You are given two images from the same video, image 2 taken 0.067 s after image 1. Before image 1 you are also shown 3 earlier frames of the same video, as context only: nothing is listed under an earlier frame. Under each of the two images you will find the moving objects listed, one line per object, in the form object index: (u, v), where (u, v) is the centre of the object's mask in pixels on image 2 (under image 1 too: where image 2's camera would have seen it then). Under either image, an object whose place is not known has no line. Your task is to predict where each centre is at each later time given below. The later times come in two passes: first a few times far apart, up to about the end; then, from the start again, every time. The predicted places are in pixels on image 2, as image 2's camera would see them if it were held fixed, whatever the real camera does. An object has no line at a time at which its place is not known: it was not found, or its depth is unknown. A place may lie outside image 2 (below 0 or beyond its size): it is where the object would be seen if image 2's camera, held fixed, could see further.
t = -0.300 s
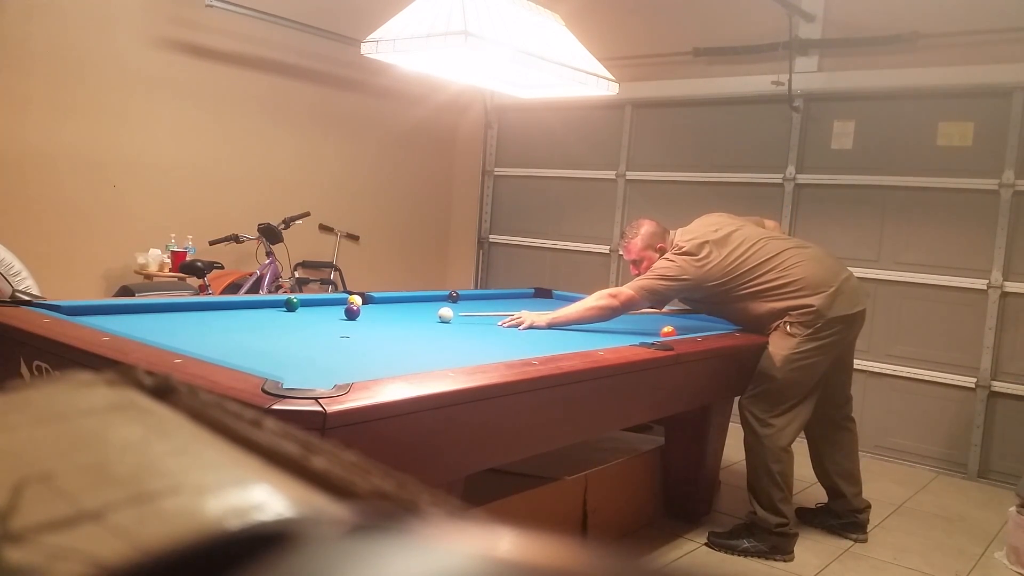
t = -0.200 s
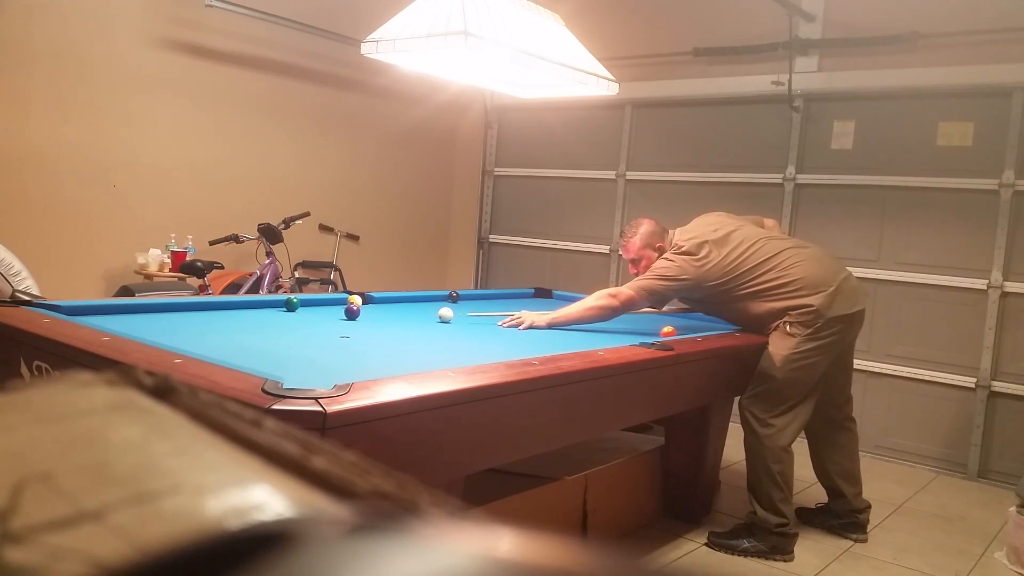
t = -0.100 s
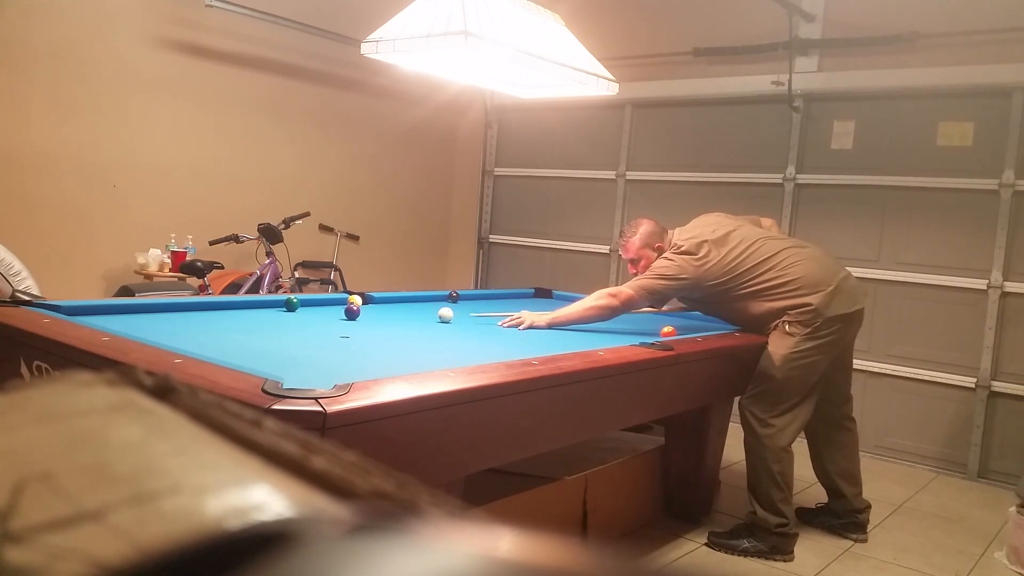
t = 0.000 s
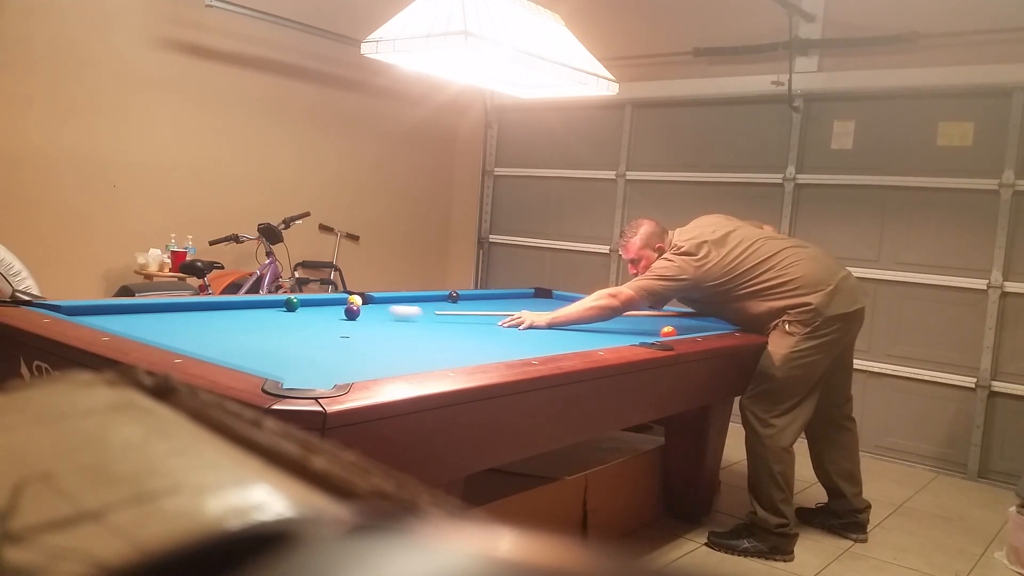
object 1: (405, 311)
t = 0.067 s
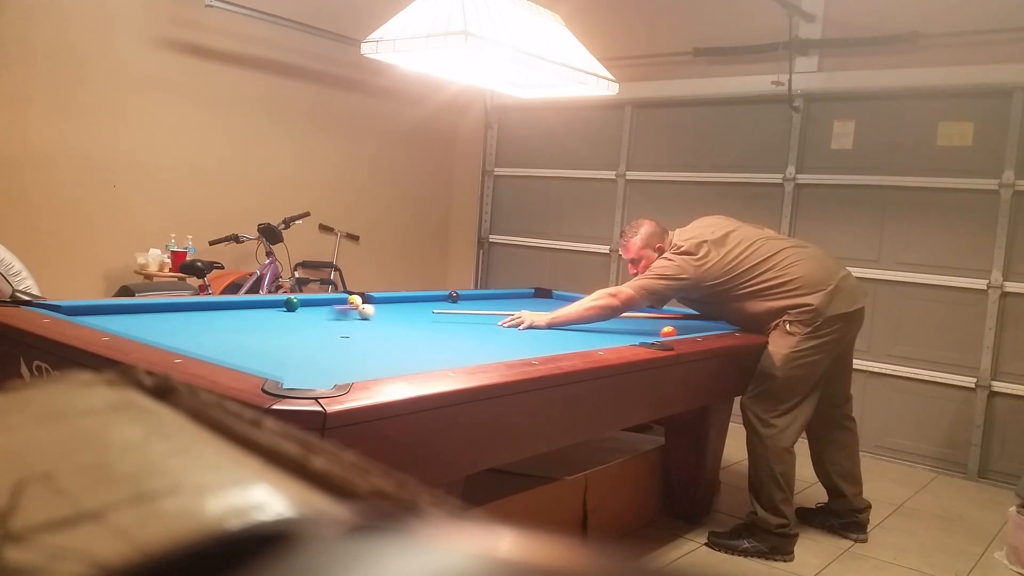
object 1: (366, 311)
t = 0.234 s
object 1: (352, 309)
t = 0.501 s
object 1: (332, 304)
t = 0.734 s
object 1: (316, 301)
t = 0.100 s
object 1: (363, 311)
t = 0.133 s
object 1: (360, 310)
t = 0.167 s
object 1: (358, 310)
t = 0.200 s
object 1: (355, 310)
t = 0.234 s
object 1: (352, 309)
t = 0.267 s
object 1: (350, 308)
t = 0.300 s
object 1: (347, 308)
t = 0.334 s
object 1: (344, 307)
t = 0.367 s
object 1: (342, 306)
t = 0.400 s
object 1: (339, 306)
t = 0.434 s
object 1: (337, 305)
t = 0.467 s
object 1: (334, 305)
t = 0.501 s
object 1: (332, 304)
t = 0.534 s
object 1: (329, 304)
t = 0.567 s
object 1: (327, 303)
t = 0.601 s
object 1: (325, 303)
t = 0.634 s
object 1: (322, 302)
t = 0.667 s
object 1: (320, 302)
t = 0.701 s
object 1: (318, 302)
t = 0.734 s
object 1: (316, 301)
